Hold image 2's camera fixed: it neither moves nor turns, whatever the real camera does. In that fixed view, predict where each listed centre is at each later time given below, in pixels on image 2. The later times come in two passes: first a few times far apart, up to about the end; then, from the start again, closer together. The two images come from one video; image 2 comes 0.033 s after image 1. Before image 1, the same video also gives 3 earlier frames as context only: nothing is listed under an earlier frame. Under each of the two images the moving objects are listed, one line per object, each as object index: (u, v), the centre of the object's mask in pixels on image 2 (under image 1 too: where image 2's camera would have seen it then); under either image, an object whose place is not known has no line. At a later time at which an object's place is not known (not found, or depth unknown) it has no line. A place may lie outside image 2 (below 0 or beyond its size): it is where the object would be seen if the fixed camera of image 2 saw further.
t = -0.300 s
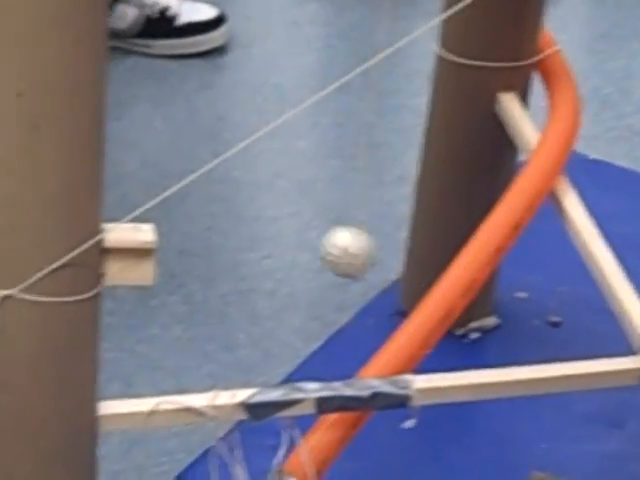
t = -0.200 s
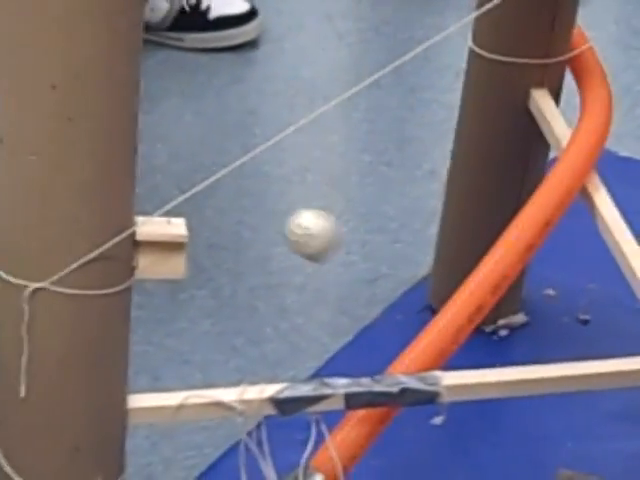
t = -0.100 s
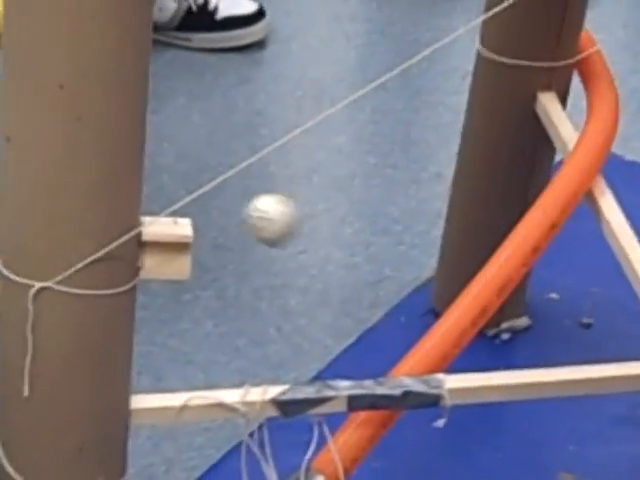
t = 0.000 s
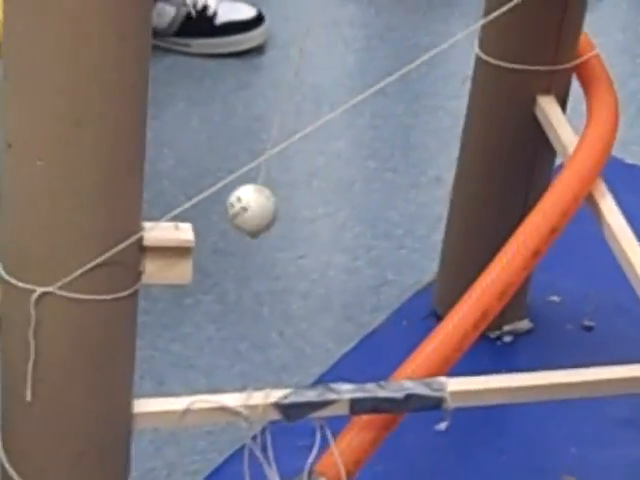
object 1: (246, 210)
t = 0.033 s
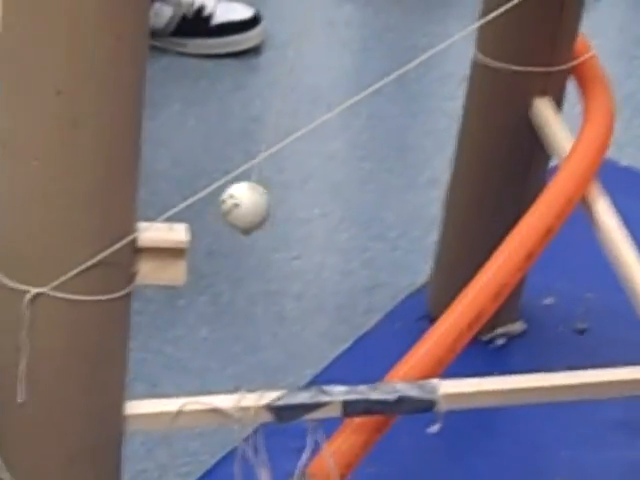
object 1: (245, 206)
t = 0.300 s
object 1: (335, 199)
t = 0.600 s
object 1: (551, 206)
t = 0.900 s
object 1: (688, 219)
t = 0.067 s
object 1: (247, 203)
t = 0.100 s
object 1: (250, 201)
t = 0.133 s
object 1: (258, 199)
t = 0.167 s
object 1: (268, 198)
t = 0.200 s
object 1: (281, 197)
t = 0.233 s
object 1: (296, 197)
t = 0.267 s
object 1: (313, 199)
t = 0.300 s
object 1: (335, 199)
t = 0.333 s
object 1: (356, 200)
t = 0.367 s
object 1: (380, 201)
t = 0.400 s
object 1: (403, 202)
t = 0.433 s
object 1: (430, 203)
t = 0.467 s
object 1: (456, 205)
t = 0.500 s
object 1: (481, 208)
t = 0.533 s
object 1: (504, 206)
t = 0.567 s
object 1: (529, 207)
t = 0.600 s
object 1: (551, 206)
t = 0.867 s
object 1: (683, 216)
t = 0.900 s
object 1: (688, 219)
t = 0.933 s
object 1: (689, 221)
